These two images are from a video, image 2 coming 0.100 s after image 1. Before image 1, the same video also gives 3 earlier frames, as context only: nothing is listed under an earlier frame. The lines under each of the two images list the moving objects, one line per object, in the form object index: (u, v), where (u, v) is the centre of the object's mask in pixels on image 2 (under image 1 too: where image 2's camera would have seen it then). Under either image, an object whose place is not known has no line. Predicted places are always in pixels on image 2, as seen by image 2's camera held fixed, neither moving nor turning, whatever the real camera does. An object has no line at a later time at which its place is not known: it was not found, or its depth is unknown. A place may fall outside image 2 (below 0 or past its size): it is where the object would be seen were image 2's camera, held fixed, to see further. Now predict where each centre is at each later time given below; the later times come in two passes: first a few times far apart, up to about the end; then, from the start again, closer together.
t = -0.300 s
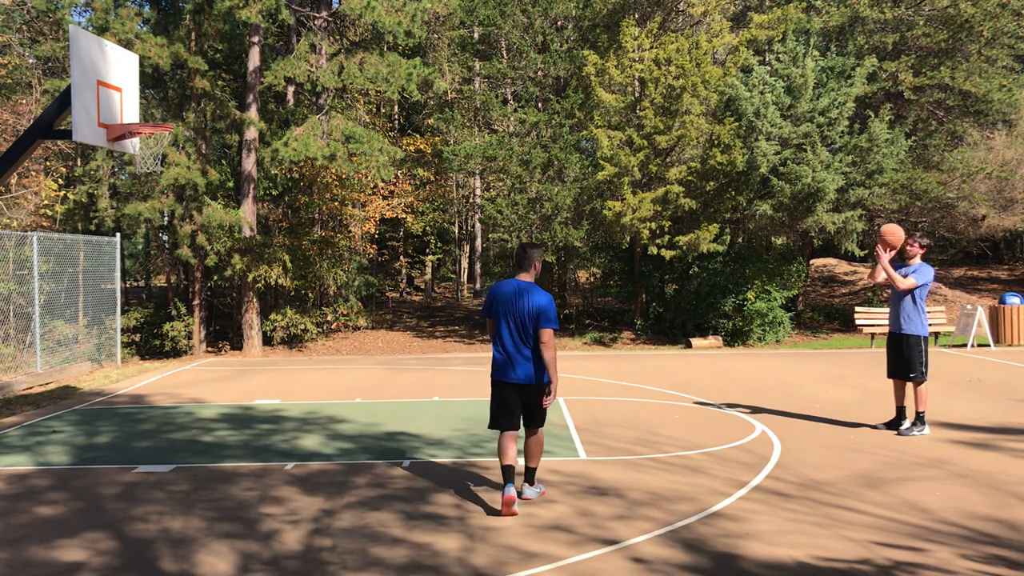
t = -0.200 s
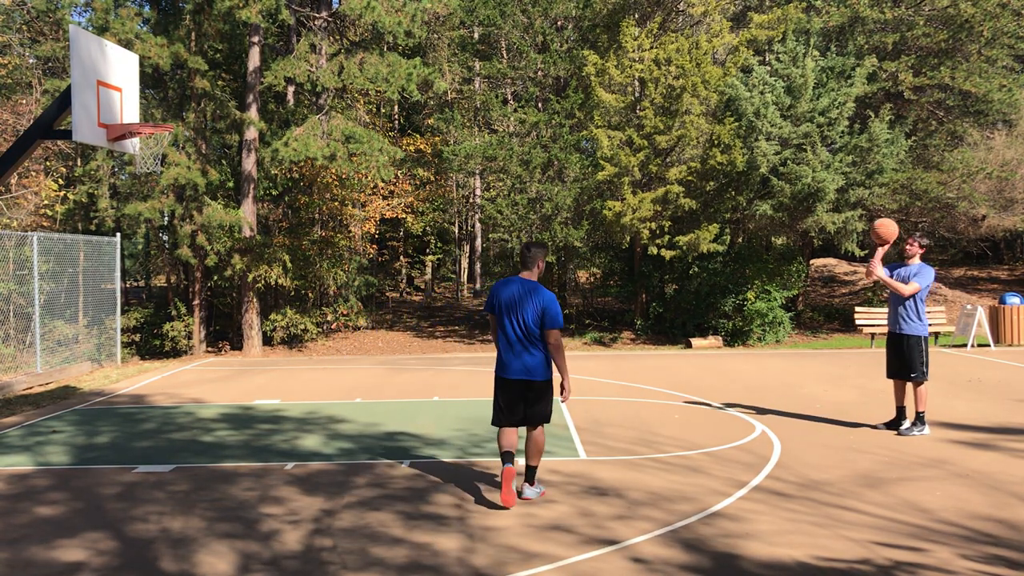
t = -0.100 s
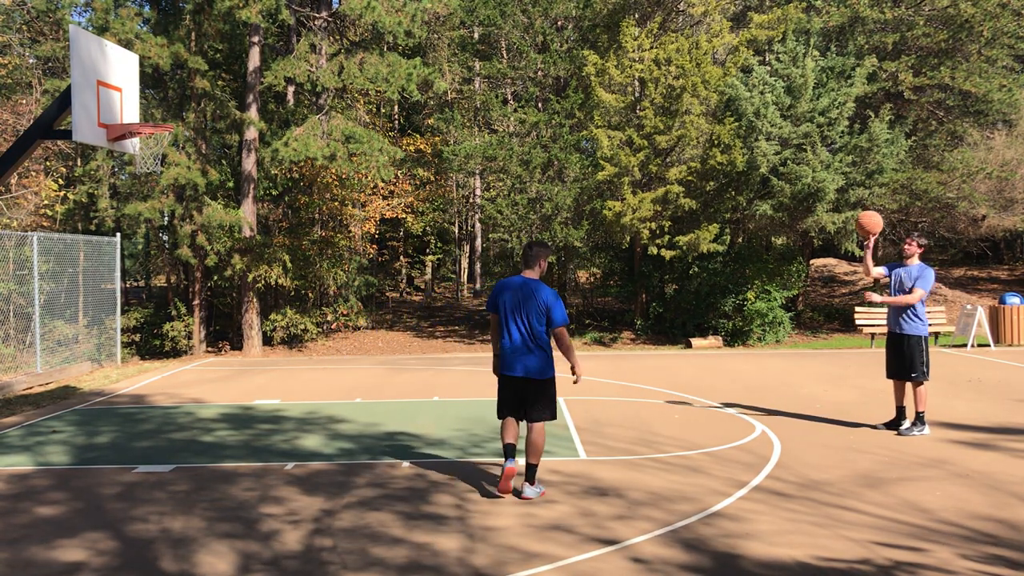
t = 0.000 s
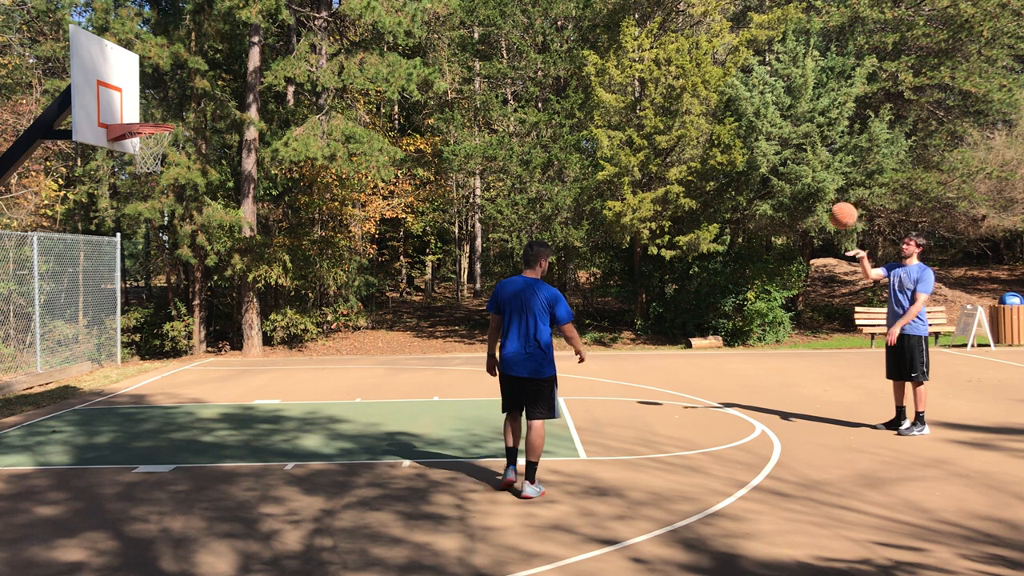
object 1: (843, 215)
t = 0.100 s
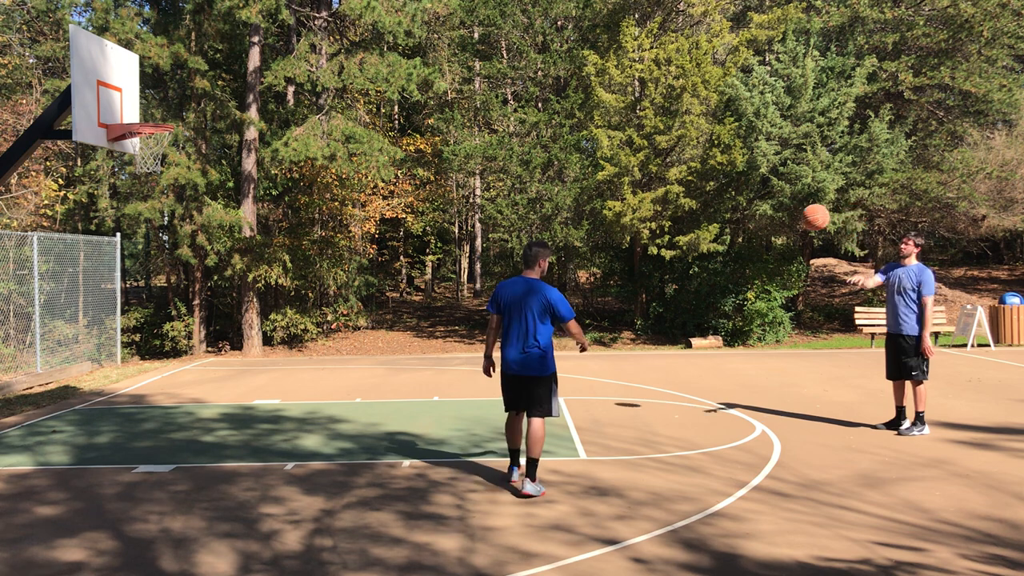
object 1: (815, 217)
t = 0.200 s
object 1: (787, 230)
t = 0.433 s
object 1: (720, 305)
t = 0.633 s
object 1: (661, 420)
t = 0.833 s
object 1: (625, 362)
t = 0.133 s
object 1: (806, 220)
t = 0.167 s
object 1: (797, 224)
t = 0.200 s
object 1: (787, 230)
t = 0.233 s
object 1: (778, 237)
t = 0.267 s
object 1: (768, 245)
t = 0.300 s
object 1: (758, 254)
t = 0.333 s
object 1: (749, 265)
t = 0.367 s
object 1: (739, 277)
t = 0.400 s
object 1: (729, 290)
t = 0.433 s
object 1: (720, 305)
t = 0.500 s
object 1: (700, 337)
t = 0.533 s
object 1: (690, 356)
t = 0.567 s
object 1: (680, 376)
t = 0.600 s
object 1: (670, 397)
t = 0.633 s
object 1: (661, 420)
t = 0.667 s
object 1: (652, 440)
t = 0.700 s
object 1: (646, 422)
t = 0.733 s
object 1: (641, 405)
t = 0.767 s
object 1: (636, 390)
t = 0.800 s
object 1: (631, 375)
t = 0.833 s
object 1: (625, 362)
